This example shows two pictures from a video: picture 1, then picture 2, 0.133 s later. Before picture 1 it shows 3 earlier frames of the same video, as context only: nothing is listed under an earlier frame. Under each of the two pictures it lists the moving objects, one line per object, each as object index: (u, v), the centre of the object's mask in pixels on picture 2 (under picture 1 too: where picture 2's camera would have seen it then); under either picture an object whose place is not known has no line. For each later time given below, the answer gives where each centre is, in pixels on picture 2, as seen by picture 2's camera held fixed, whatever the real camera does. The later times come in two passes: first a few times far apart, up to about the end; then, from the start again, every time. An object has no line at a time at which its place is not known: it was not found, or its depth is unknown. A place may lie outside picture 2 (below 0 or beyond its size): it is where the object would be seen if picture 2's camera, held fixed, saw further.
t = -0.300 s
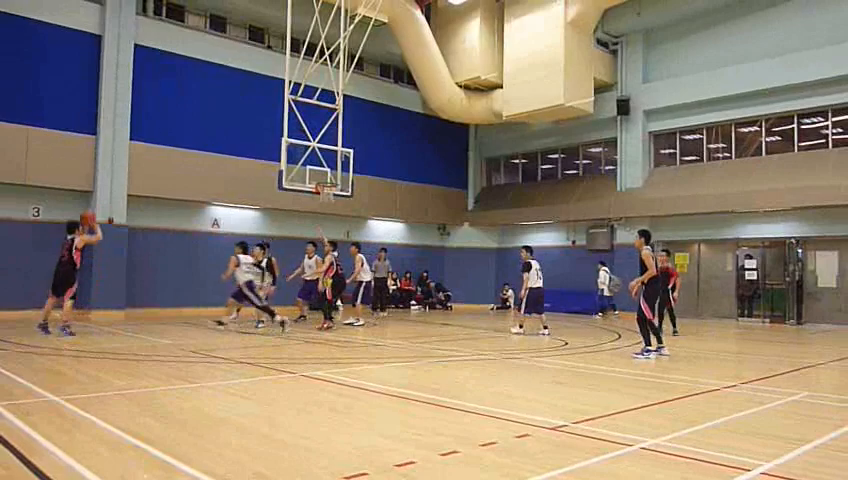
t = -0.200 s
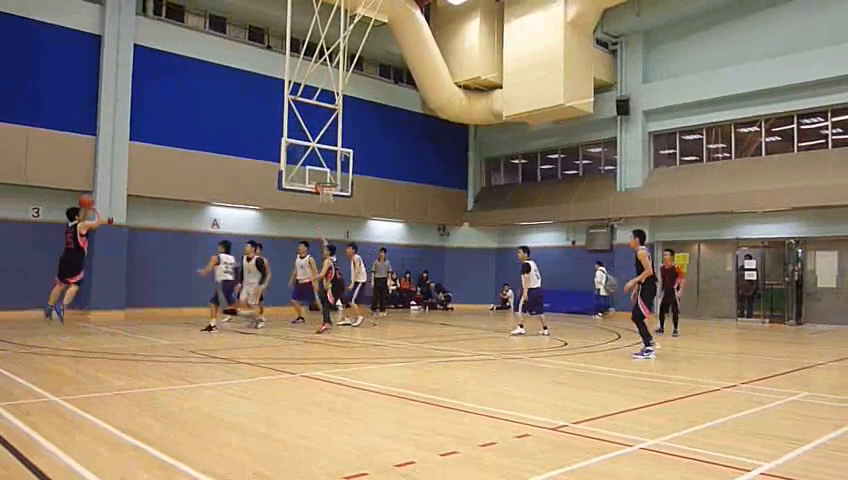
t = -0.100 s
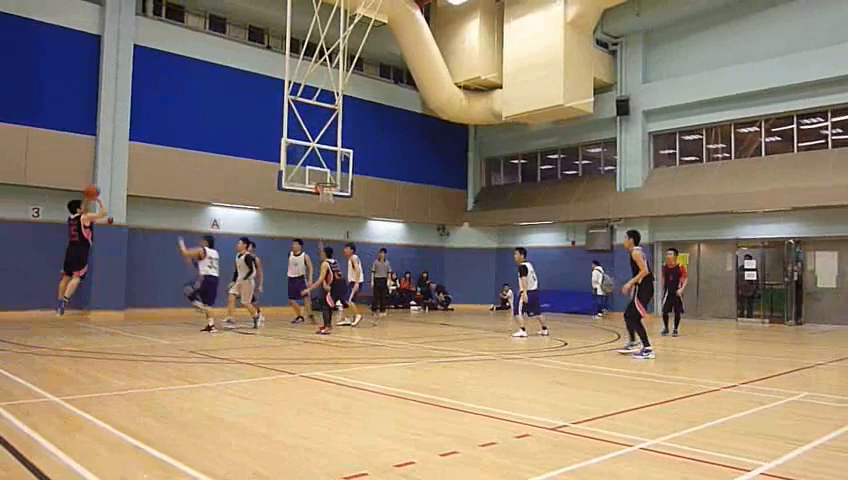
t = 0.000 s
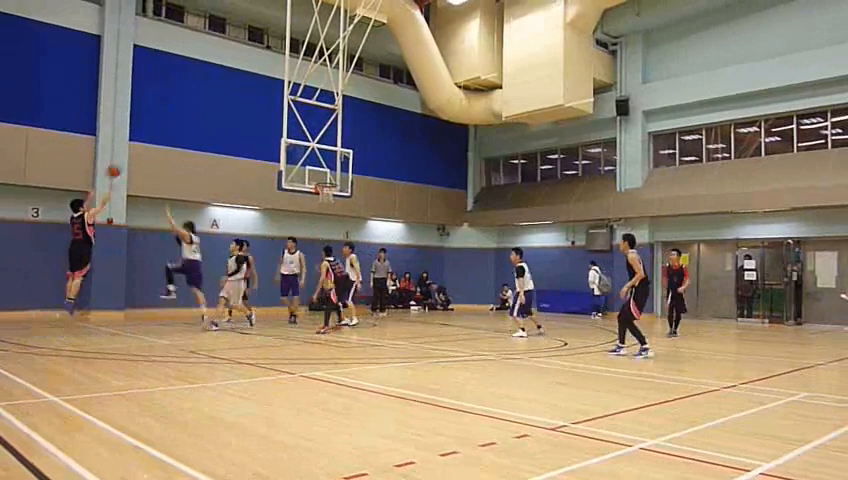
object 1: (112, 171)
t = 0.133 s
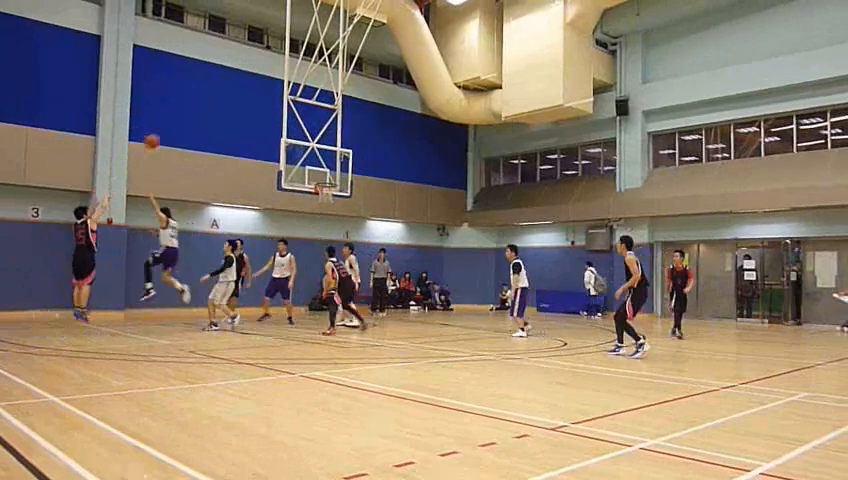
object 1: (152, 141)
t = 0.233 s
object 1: (178, 128)
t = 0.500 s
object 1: (241, 118)
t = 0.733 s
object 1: (289, 136)
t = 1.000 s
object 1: (331, 179)
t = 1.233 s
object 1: (333, 180)
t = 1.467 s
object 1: (345, 183)
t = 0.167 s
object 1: (160, 137)
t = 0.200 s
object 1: (169, 132)
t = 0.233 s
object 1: (178, 128)
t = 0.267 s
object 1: (186, 125)
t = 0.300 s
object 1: (195, 121)
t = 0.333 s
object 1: (203, 120)
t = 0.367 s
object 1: (210, 118)
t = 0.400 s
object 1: (218, 118)
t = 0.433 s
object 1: (226, 117)
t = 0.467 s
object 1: (233, 118)
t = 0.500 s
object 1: (241, 118)
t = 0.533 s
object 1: (248, 119)
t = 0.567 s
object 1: (255, 121)
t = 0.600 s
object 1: (263, 123)
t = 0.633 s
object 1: (269, 126)
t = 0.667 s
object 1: (275, 129)
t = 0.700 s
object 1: (281, 132)
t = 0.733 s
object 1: (289, 136)
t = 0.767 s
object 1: (294, 141)
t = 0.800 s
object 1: (300, 149)
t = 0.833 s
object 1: (307, 153)
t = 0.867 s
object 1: (312, 158)
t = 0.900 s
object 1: (318, 163)
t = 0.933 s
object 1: (325, 171)
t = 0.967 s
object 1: (330, 179)
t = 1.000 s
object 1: (331, 179)
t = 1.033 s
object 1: (330, 179)
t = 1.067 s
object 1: (330, 180)
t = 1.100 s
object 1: (330, 180)
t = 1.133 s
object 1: (329, 180)
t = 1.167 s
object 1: (330, 179)
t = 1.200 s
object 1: (332, 179)
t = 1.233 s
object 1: (333, 180)
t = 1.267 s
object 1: (336, 180)
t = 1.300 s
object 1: (337, 180)
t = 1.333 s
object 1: (338, 180)
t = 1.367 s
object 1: (339, 180)
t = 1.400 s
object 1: (341, 180)
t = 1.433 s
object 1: (343, 181)
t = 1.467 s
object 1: (345, 183)
